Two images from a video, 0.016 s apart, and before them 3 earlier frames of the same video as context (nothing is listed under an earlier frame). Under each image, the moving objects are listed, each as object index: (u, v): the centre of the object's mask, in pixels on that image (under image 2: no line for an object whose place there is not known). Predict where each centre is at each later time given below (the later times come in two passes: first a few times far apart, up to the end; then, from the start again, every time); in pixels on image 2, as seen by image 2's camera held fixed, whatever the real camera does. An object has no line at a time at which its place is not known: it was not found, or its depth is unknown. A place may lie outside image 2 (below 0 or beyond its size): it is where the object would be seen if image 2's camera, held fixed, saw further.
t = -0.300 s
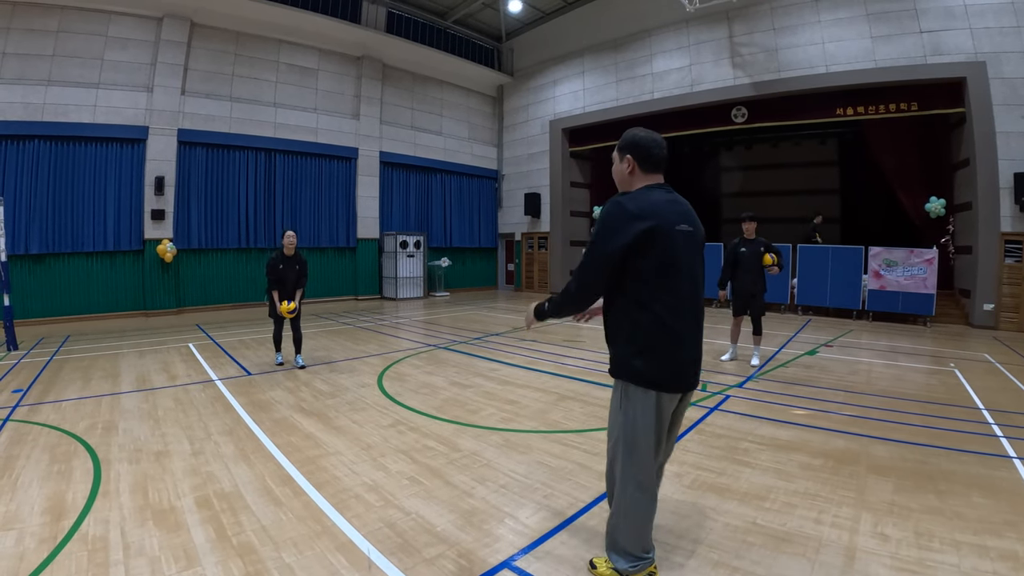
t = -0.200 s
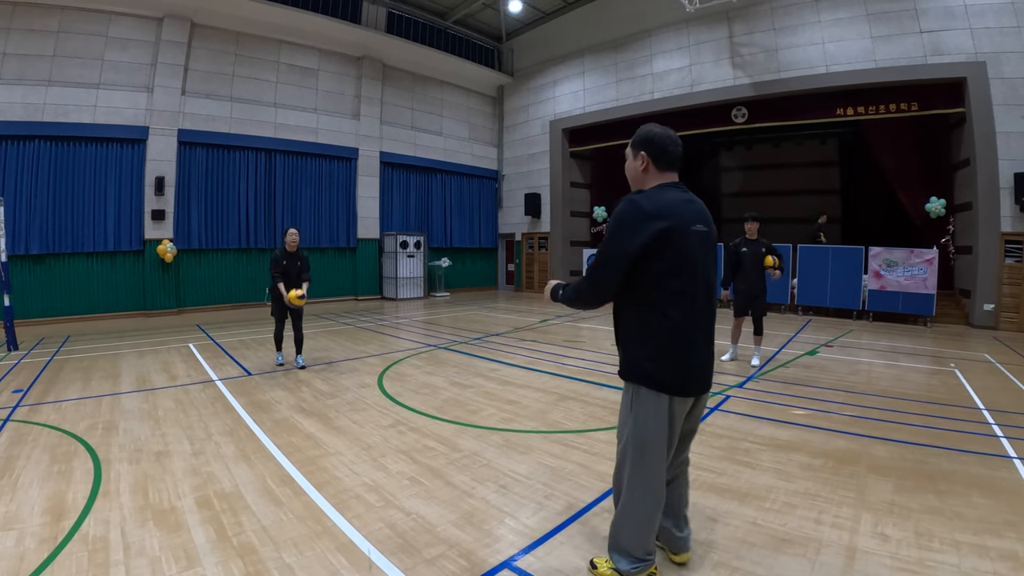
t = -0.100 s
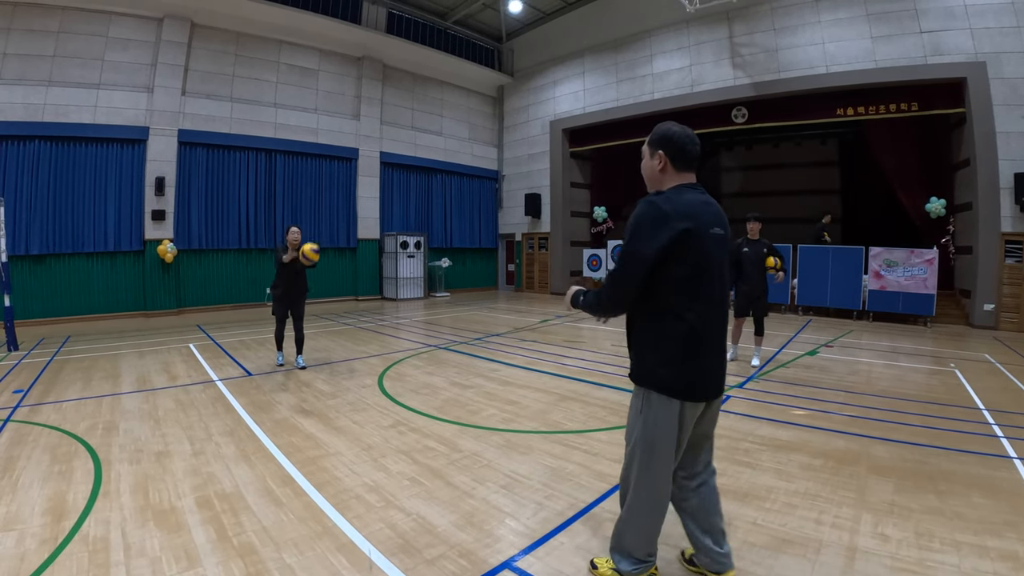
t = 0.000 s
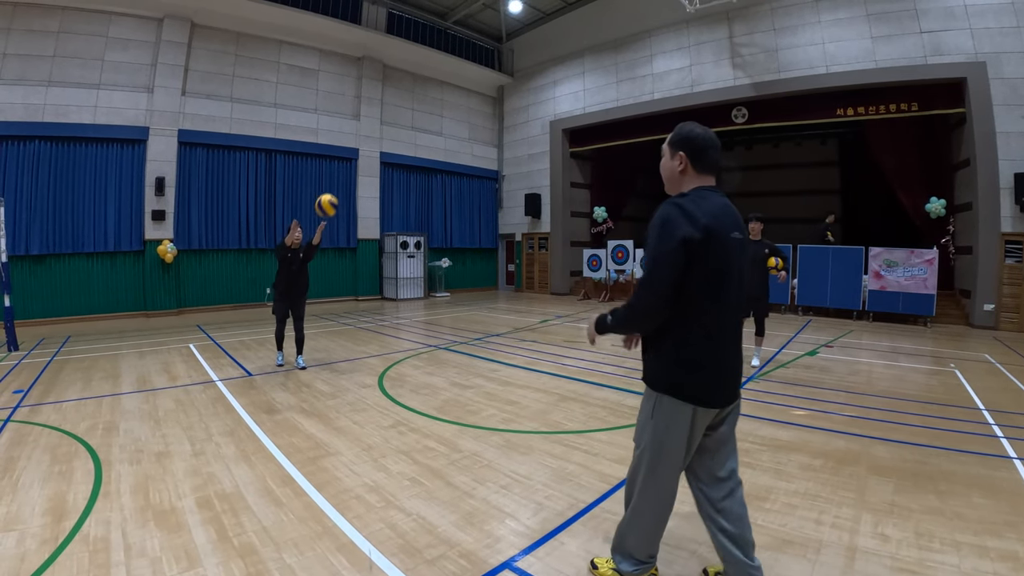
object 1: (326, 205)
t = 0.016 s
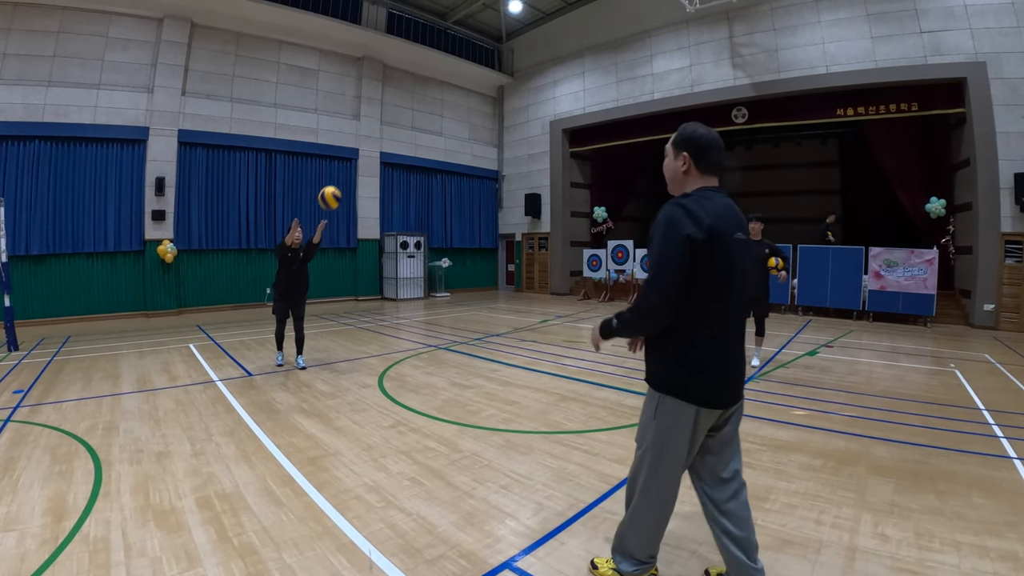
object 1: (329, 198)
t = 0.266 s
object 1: (390, 103)
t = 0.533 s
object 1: (485, 65)
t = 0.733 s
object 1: (594, 114)
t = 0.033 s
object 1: (332, 190)
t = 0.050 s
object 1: (336, 183)
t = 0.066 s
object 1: (339, 175)
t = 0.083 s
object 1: (343, 168)
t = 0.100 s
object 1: (347, 161)
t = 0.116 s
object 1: (350, 155)
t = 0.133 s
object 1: (354, 148)
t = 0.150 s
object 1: (359, 141)
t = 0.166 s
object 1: (363, 135)
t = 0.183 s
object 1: (367, 130)
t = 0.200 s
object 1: (371, 124)
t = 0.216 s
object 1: (376, 119)
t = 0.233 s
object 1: (380, 113)
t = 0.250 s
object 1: (385, 108)
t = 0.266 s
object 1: (390, 103)
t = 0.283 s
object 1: (394, 99)
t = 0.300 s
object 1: (399, 94)
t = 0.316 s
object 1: (404, 90)
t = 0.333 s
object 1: (410, 87)
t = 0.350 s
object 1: (415, 83)
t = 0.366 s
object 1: (421, 80)
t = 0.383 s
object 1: (426, 77)
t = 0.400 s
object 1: (432, 75)
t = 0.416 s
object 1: (438, 72)
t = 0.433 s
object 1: (444, 70)
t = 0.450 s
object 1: (450, 68)
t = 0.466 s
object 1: (457, 67)
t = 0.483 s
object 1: (464, 66)
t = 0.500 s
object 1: (470, 66)
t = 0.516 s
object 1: (478, 65)
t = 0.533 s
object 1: (485, 65)
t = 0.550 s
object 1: (492, 67)
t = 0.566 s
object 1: (500, 67)
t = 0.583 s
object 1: (508, 69)
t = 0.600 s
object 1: (516, 71)
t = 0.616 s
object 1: (524, 74)
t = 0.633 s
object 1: (533, 78)
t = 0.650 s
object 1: (542, 82)
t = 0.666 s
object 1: (552, 86)
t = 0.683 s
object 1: (562, 92)
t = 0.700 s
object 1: (572, 98)
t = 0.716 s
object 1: (583, 105)
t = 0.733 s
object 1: (594, 114)
